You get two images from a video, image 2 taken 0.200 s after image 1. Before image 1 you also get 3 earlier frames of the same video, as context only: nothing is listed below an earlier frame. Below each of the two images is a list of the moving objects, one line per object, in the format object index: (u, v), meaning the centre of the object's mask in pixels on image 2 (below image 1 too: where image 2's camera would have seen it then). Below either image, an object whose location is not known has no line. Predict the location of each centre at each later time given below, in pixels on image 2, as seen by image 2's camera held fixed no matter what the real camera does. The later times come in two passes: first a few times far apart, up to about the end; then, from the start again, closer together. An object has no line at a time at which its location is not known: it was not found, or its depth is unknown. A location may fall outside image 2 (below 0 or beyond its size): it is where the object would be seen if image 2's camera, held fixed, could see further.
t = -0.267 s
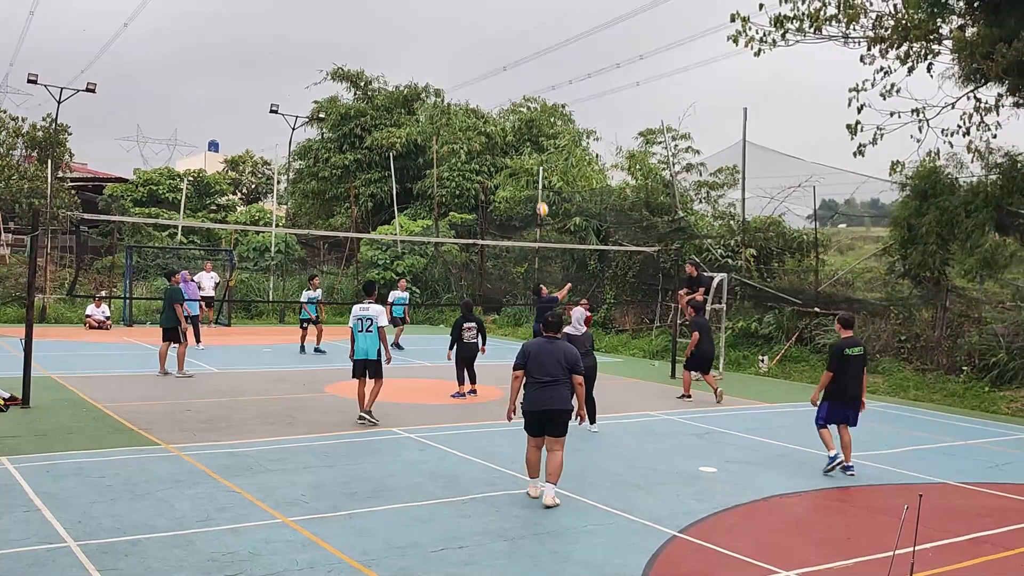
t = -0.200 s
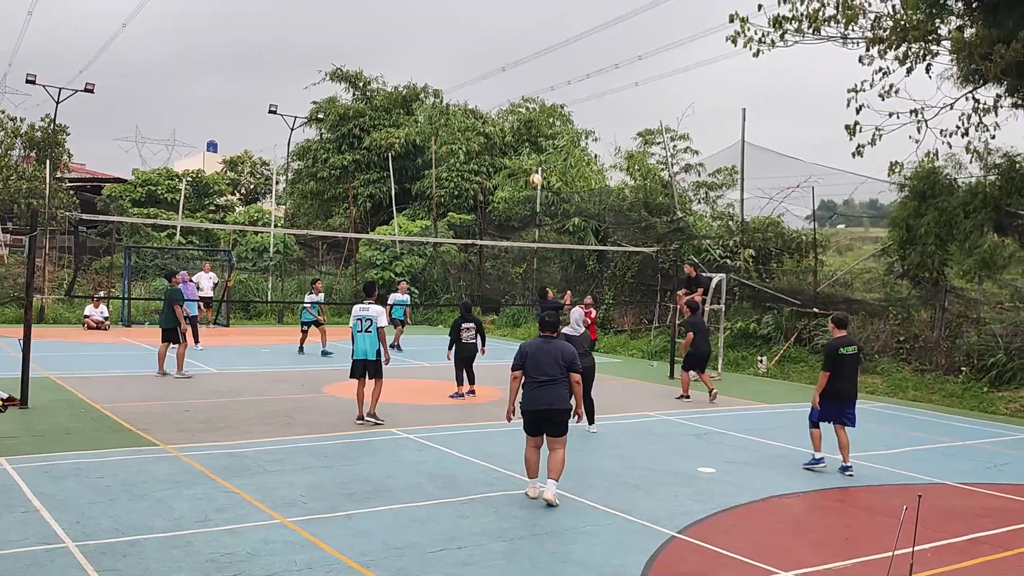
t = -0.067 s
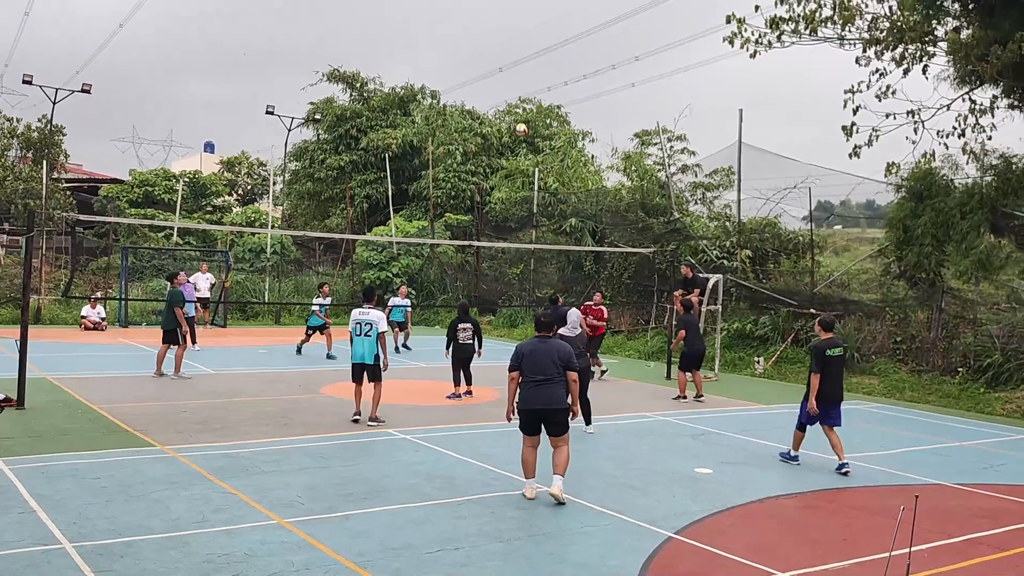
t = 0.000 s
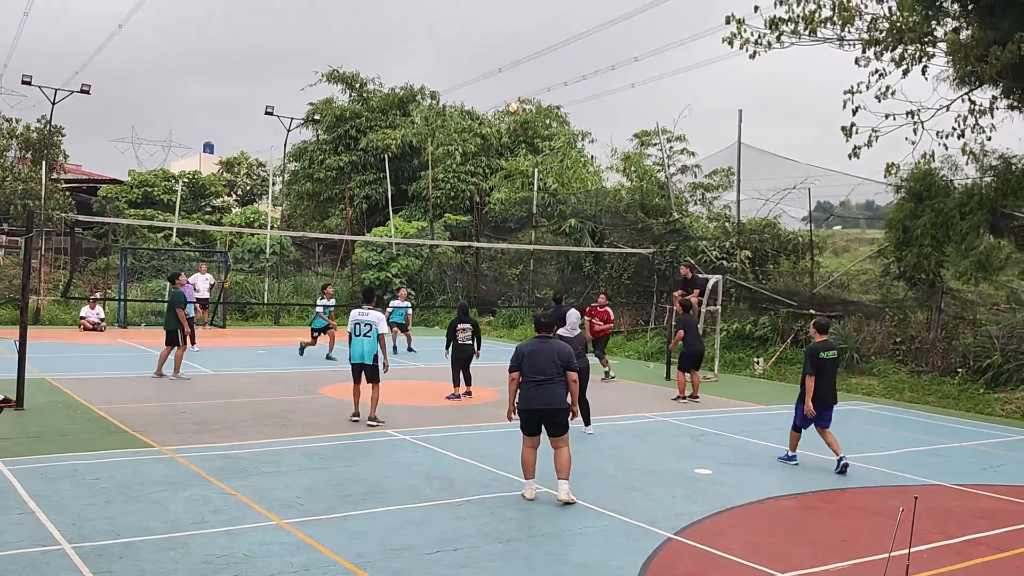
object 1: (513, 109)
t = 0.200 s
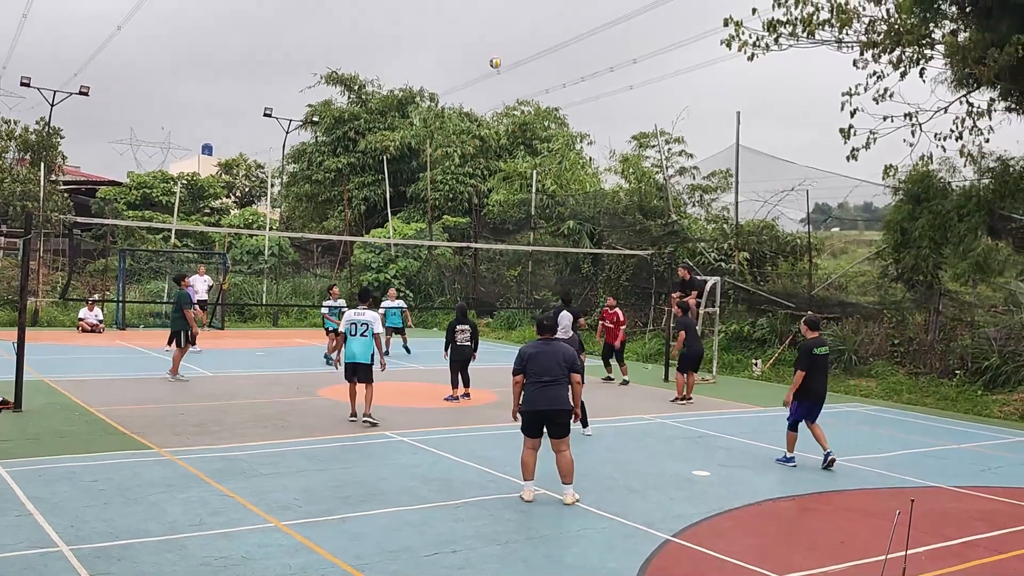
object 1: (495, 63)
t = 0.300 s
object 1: (486, 47)
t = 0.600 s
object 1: (456, 33)
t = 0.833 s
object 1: (433, 55)
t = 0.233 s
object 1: (492, 56)
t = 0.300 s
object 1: (486, 47)
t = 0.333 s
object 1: (482, 43)
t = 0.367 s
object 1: (480, 39)
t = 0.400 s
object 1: (476, 36)
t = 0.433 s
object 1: (473, 34)
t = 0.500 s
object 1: (466, 32)
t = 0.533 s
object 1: (463, 31)
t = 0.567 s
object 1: (460, 32)
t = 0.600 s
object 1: (456, 33)
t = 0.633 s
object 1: (453, 34)
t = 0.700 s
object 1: (447, 39)
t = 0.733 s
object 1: (443, 42)
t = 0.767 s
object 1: (440, 46)
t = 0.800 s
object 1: (437, 50)
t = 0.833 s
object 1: (433, 55)
